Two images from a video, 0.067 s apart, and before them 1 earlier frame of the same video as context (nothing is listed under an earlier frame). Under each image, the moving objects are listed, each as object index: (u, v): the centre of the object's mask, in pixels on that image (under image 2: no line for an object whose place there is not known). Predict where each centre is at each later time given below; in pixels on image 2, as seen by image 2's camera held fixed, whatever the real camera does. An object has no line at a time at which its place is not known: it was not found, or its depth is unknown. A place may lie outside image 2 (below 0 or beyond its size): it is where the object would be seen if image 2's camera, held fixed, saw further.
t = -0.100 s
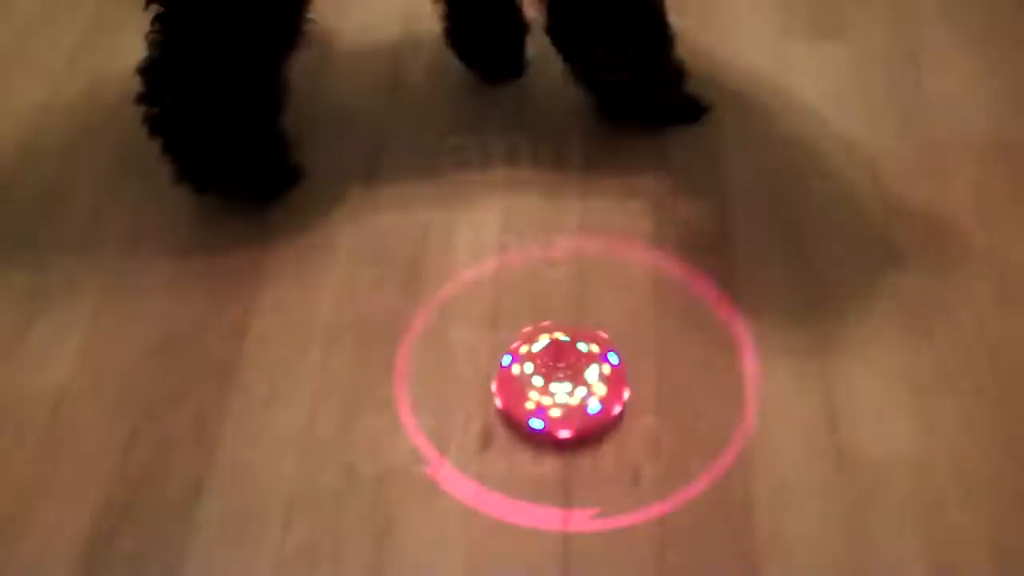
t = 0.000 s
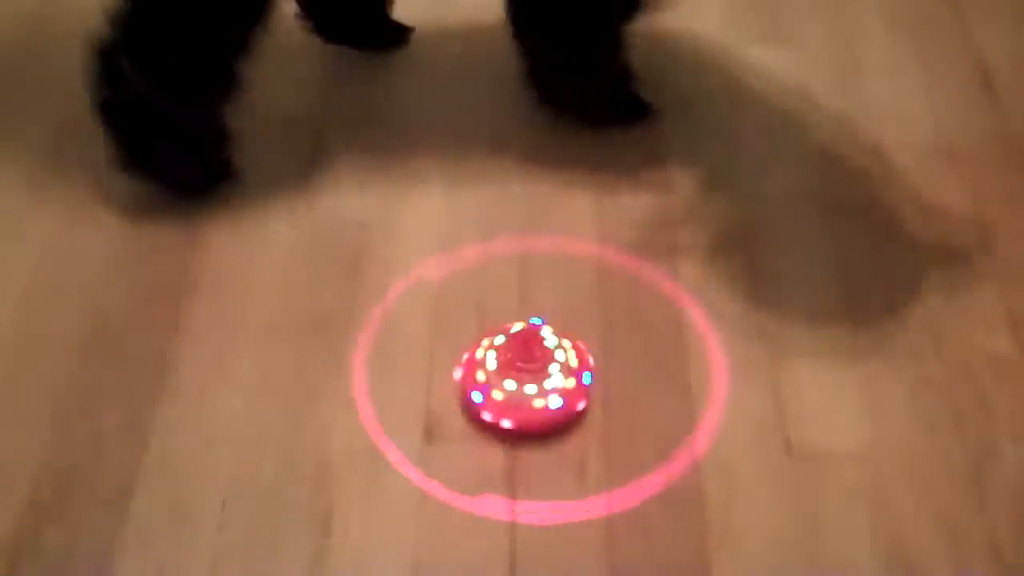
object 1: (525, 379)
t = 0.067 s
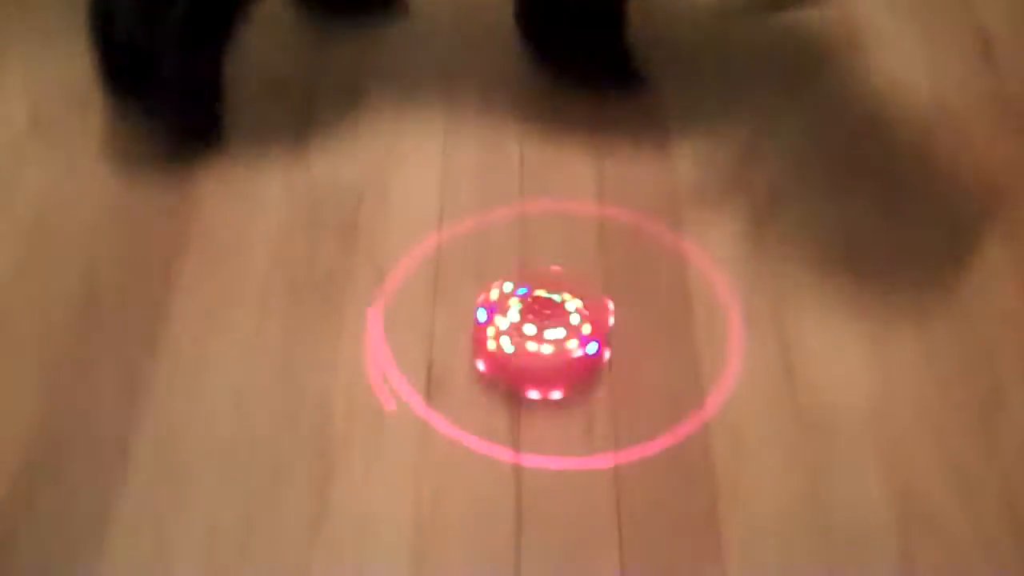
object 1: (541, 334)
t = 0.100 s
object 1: (539, 324)
